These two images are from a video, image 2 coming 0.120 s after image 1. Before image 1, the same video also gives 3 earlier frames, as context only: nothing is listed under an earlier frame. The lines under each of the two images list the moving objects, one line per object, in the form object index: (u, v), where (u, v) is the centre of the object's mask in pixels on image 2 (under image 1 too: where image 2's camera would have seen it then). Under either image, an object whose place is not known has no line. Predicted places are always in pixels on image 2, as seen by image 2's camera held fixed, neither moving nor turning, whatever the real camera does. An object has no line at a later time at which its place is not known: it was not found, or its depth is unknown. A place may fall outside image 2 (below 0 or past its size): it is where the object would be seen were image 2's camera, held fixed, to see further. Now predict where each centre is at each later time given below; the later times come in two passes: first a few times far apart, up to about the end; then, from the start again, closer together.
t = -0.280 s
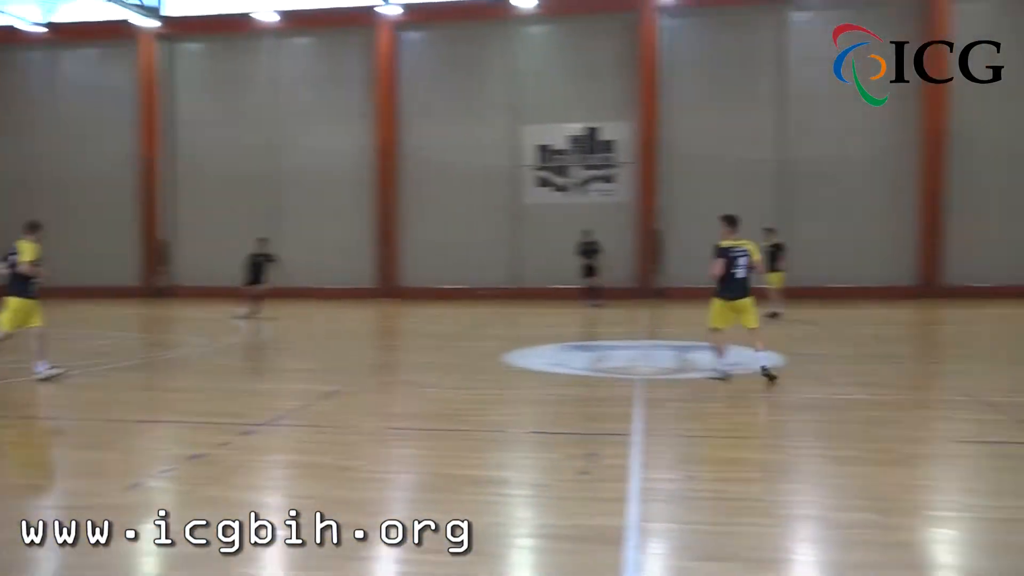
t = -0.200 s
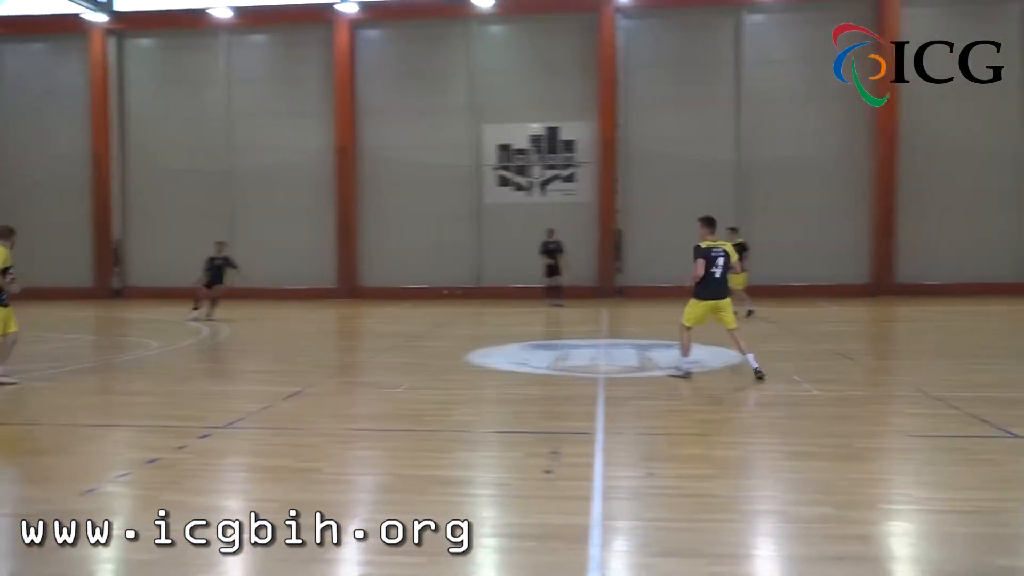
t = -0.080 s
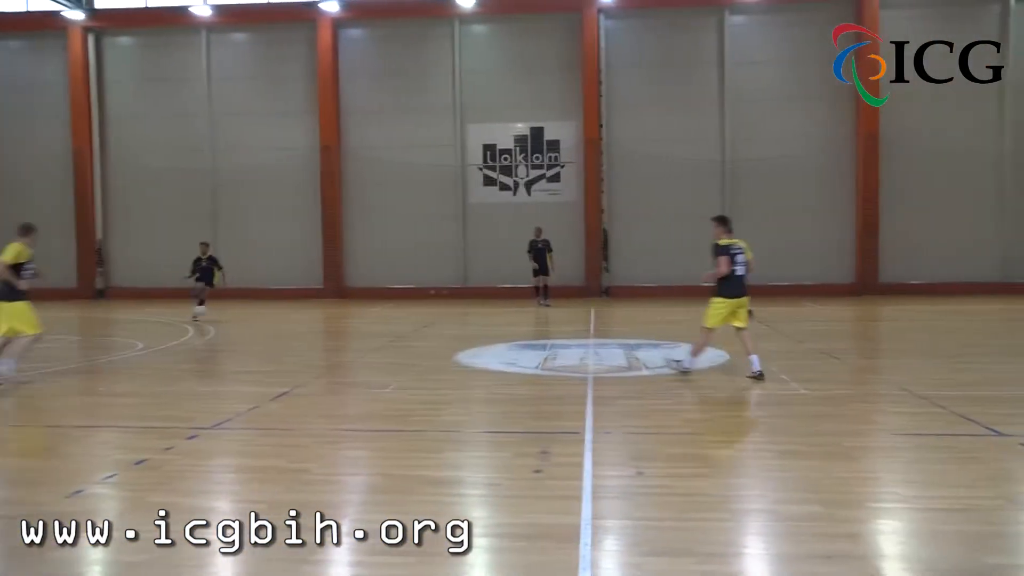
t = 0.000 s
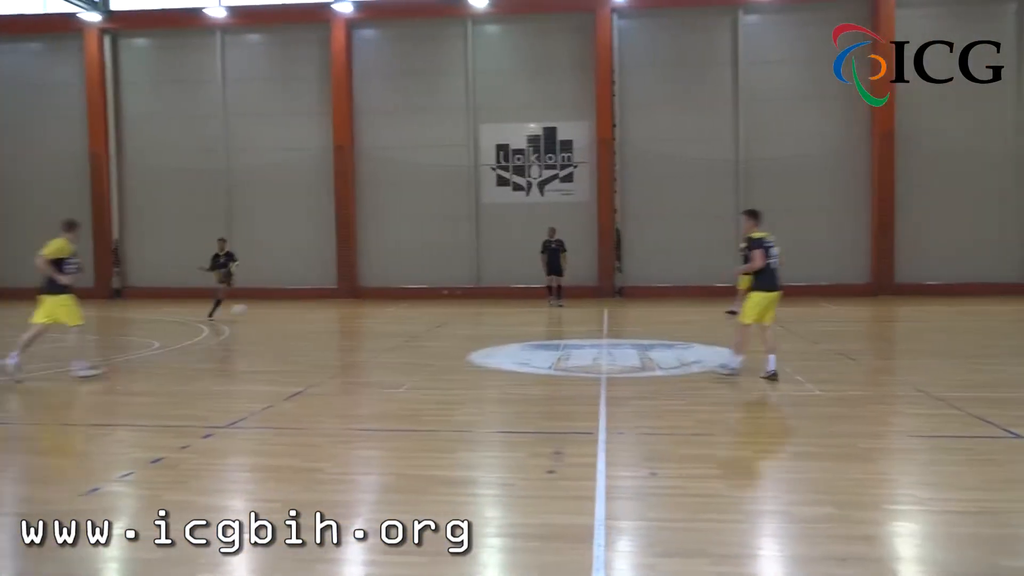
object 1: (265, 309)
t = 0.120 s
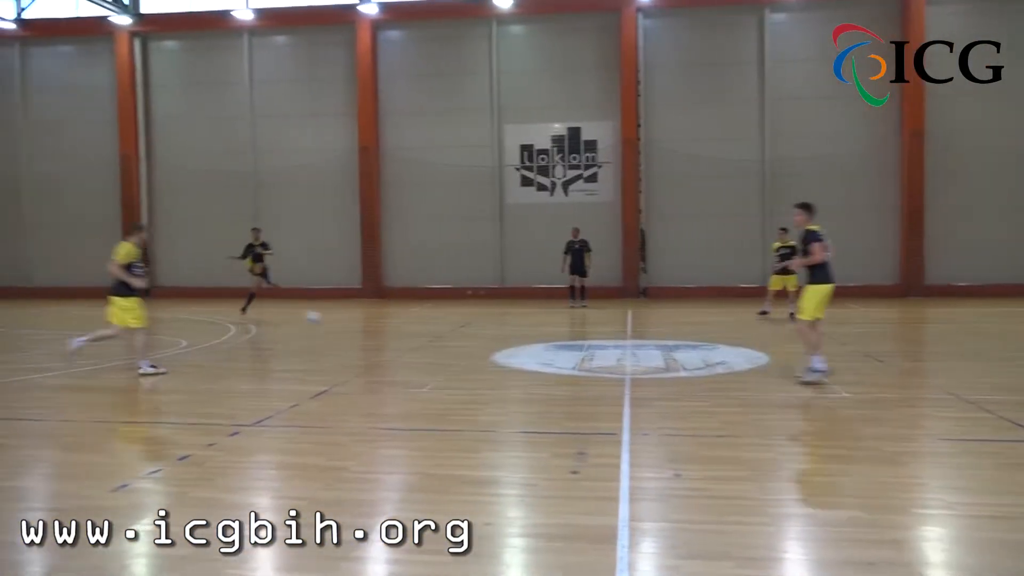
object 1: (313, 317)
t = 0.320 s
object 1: (447, 376)
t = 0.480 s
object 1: (634, 408)
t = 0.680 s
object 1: (1158, 533)
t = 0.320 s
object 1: (447, 376)
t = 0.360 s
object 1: (484, 381)
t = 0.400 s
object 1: (526, 386)
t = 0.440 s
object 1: (576, 393)
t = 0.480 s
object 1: (634, 408)
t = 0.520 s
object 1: (702, 422)
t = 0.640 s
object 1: (1006, 498)
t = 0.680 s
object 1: (1158, 533)
